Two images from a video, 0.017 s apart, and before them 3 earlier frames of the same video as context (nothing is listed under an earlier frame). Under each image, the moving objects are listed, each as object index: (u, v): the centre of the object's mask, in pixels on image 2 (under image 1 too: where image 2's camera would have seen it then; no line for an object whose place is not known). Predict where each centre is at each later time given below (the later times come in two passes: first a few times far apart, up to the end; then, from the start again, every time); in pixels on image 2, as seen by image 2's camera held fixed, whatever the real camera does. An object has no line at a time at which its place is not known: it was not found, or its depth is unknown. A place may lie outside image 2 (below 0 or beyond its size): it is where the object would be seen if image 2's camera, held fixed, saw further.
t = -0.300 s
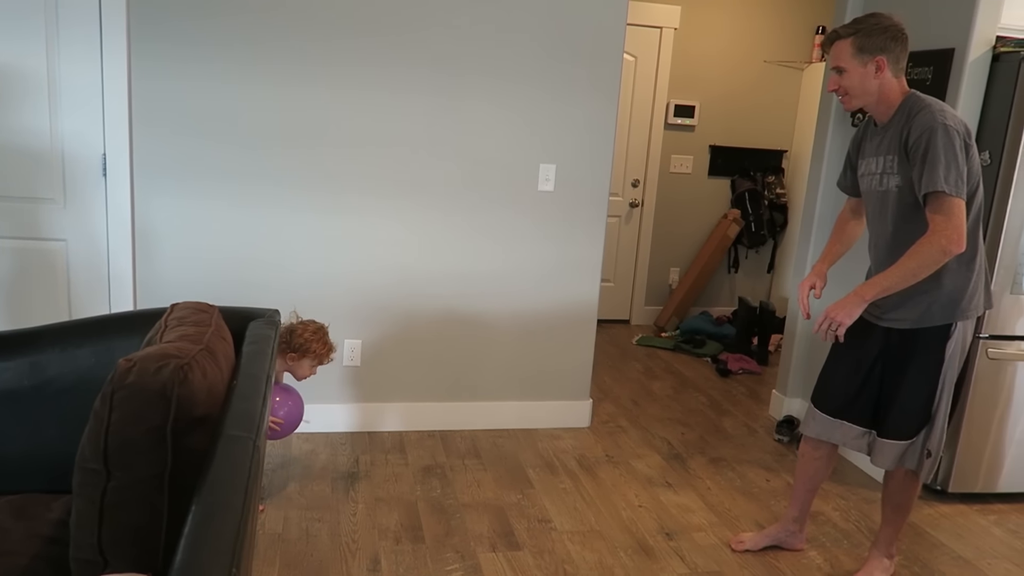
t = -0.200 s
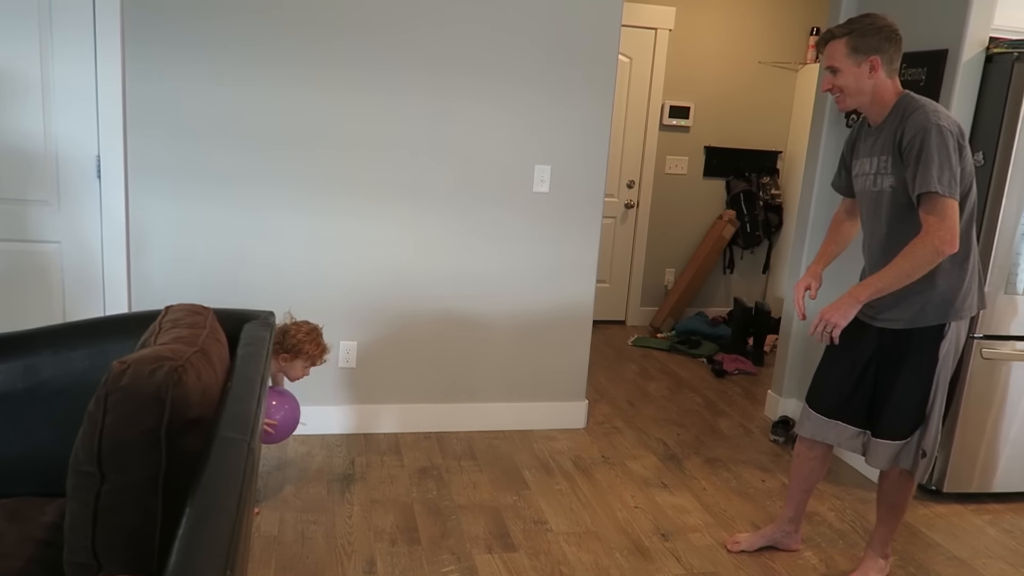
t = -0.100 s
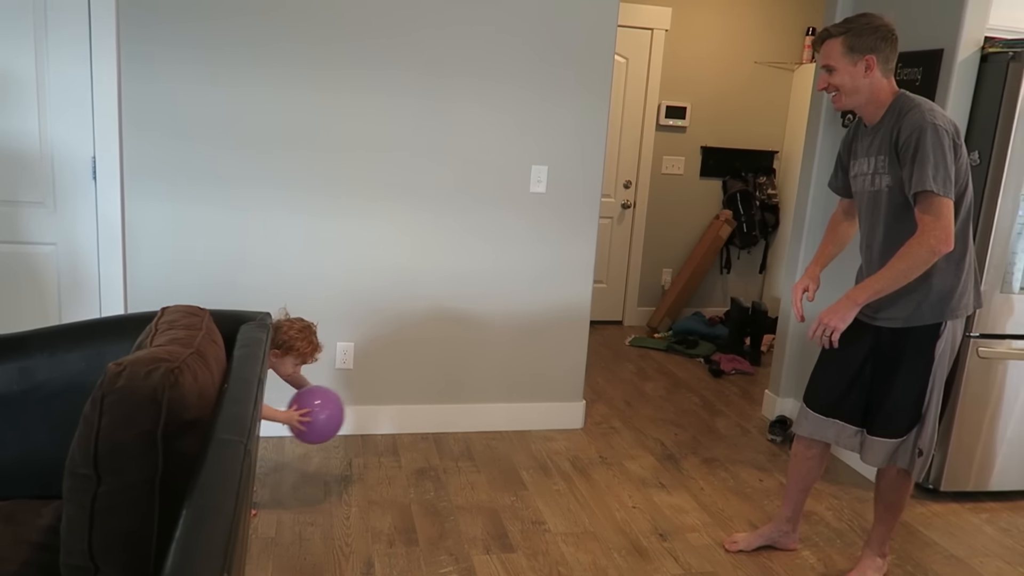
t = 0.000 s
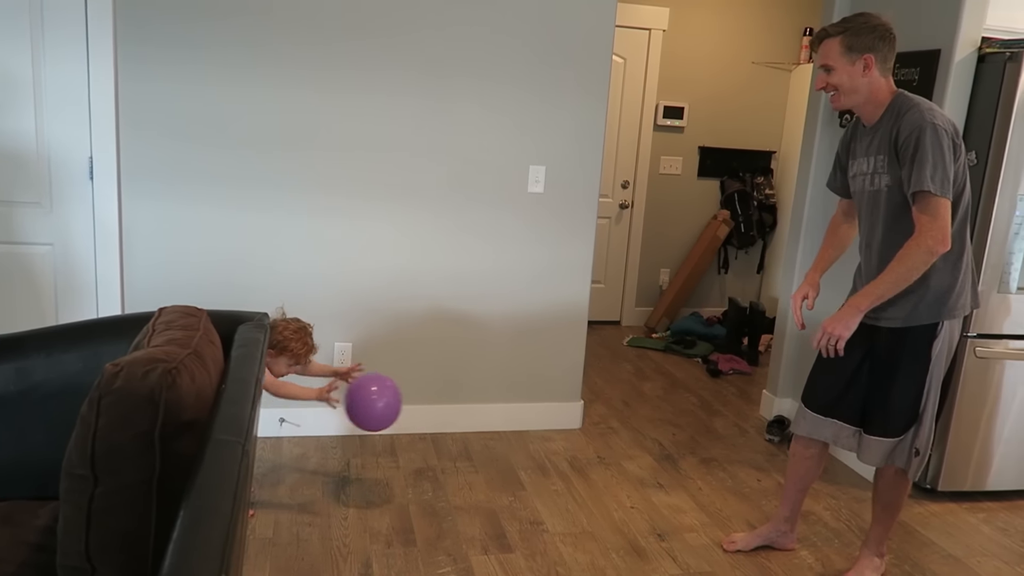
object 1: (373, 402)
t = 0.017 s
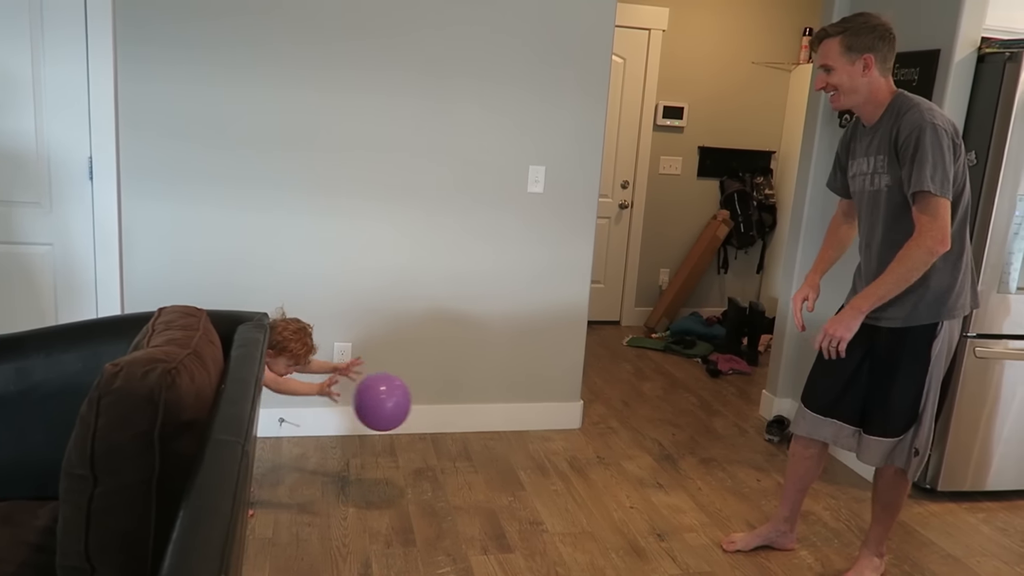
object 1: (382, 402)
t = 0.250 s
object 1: (506, 470)
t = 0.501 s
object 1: (591, 452)
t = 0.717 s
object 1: (646, 506)
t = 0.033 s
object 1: (391, 402)
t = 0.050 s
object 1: (401, 403)
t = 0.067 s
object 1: (410, 405)
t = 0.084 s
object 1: (419, 407)
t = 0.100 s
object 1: (428, 411)
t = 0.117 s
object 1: (437, 415)
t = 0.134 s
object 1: (446, 419)
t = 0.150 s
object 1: (455, 424)
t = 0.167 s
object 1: (464, 430)
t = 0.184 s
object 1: (472, 437)
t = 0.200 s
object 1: (481, 444)
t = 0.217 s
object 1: (489, 452)
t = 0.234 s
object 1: (498, 461)
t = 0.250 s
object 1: (506, 470)
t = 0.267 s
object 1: (514, 481)
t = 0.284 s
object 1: (522, 491)
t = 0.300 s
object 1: (529, 501)
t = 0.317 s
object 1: (535, 495)
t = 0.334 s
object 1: (540, 488)
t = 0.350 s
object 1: (545, 481)
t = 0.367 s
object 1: (551, 475)
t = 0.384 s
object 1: (556, 470)
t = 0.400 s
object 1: (561, 465)
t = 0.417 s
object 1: (566, 461)
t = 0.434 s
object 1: (571, 458)
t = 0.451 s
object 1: (577, 455)
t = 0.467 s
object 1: (581, 453)
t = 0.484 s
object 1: (586, 452)
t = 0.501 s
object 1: (591, 452)
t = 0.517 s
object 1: (596, 452)
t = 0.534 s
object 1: (600, 452)
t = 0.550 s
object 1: (605, 454)
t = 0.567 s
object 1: (609, 456)
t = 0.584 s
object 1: (614, 459)
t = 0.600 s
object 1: (618, 462)
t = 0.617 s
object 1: (622, 467)
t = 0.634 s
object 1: (626, 471)
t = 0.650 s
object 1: (631, 477)
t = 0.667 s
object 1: (635, 483)
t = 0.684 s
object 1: (639, 490)
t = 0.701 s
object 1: (642, 498)
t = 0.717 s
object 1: (646, 506)
